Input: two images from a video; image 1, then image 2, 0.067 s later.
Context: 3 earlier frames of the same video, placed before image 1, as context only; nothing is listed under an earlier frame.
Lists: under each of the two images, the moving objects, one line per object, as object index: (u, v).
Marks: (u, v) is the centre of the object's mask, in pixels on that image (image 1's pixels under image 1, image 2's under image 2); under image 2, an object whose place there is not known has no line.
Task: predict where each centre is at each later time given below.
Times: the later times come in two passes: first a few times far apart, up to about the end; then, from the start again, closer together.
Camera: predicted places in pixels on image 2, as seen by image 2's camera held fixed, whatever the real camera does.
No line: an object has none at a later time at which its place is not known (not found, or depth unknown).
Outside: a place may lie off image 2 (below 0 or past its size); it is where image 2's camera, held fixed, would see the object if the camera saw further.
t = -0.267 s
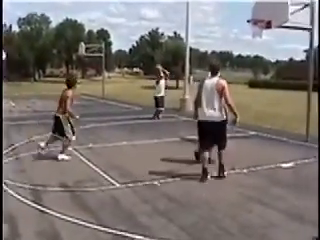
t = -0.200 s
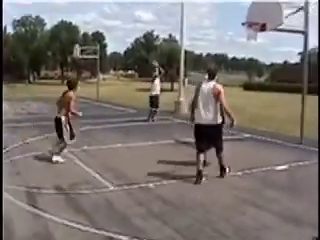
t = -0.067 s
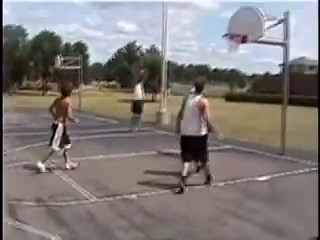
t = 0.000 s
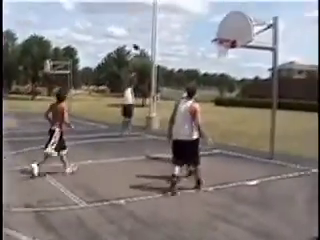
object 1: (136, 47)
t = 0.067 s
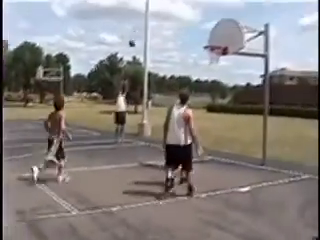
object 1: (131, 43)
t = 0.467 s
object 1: (157, 2)
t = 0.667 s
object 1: (172, -2)
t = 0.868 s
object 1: (188, 6)
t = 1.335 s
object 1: (220, 56)
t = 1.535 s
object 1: (216, 61)
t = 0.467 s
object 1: (157, 2)
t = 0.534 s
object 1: (162, -1)
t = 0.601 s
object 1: (167, -2)
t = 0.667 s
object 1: (172, -2)
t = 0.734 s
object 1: (177, -1)
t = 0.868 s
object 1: (188, 6)
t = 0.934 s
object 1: (195, 13)
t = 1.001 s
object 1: (201, 21)
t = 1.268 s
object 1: (216, 56)
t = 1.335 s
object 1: (220, 56)
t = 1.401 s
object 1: (220, 56)
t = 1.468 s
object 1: (218, 58)
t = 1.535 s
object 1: (216, 61)
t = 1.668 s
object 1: (213, 75)
